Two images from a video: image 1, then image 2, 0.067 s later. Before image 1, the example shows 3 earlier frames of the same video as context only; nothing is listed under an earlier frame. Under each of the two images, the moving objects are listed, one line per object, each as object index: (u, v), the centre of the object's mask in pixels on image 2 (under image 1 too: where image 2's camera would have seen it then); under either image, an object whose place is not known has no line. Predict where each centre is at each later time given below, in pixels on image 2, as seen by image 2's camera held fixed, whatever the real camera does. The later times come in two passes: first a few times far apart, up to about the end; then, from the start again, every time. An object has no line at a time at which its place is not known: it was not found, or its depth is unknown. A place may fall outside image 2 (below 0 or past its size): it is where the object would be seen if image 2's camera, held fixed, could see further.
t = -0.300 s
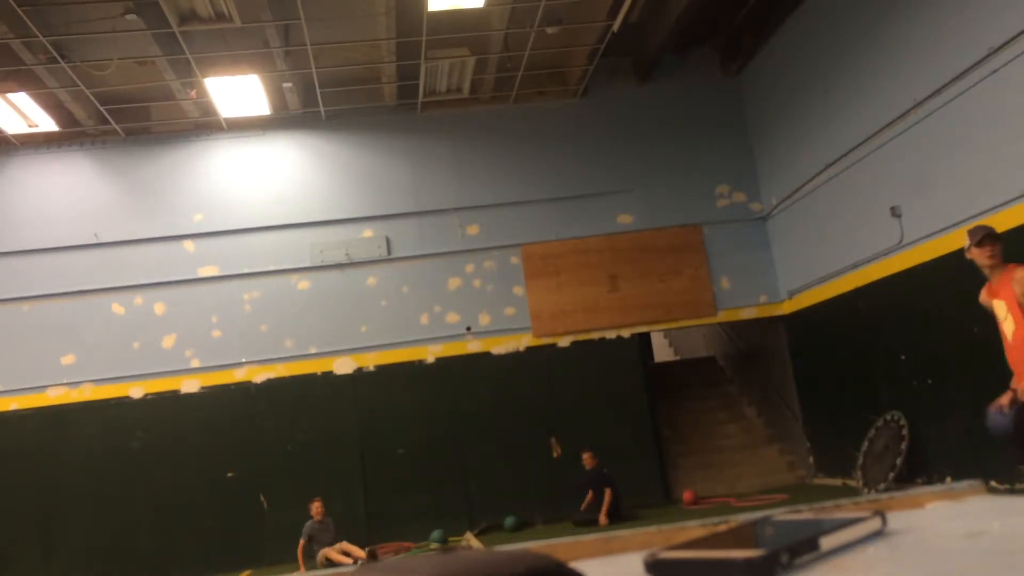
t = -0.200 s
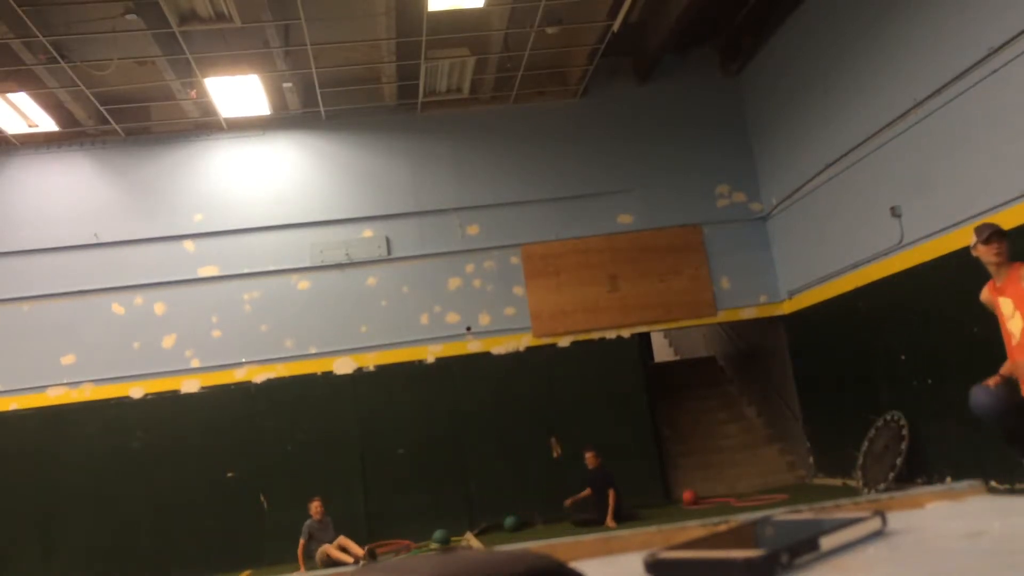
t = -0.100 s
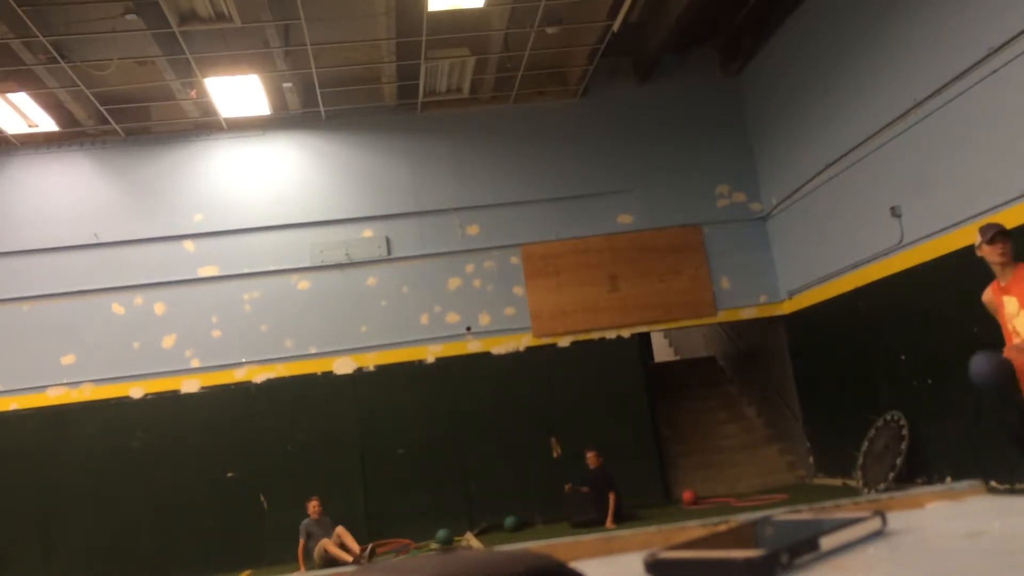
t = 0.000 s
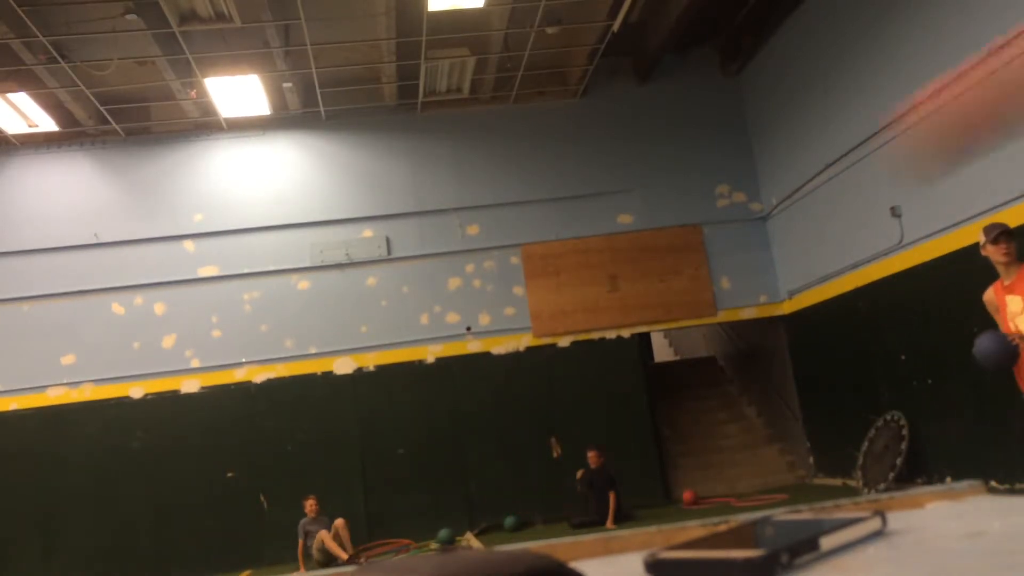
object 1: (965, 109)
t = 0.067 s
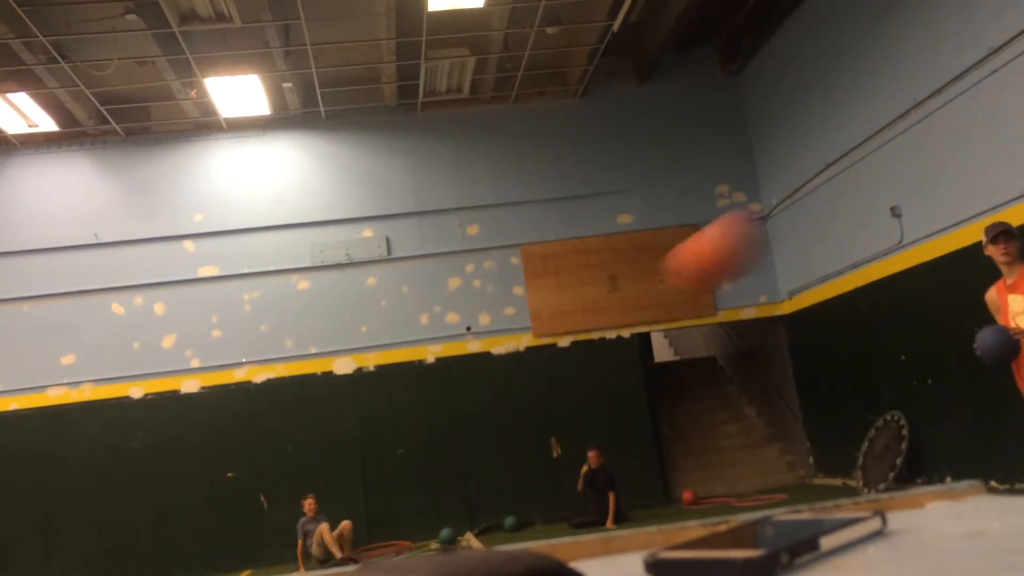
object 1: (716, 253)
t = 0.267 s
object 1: (479, 408)
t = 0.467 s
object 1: (399, 475)
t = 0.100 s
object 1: (645, 295)
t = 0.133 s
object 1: (593, 329)
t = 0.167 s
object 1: (554, 356)
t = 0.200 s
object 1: (525, 376)
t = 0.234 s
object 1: (499, 394)
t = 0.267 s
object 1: (479, 408)
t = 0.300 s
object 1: (461, 422)
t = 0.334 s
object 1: (446, 435)
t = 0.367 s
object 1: (432, 446)
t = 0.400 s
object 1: (421, 456)
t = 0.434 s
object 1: (410, 466)
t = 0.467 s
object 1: (399, 475)
